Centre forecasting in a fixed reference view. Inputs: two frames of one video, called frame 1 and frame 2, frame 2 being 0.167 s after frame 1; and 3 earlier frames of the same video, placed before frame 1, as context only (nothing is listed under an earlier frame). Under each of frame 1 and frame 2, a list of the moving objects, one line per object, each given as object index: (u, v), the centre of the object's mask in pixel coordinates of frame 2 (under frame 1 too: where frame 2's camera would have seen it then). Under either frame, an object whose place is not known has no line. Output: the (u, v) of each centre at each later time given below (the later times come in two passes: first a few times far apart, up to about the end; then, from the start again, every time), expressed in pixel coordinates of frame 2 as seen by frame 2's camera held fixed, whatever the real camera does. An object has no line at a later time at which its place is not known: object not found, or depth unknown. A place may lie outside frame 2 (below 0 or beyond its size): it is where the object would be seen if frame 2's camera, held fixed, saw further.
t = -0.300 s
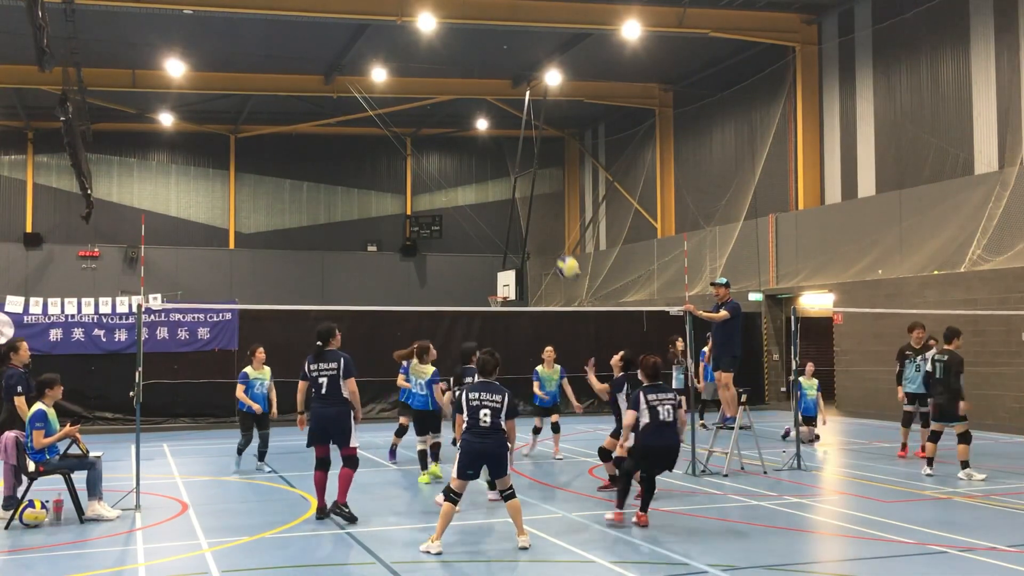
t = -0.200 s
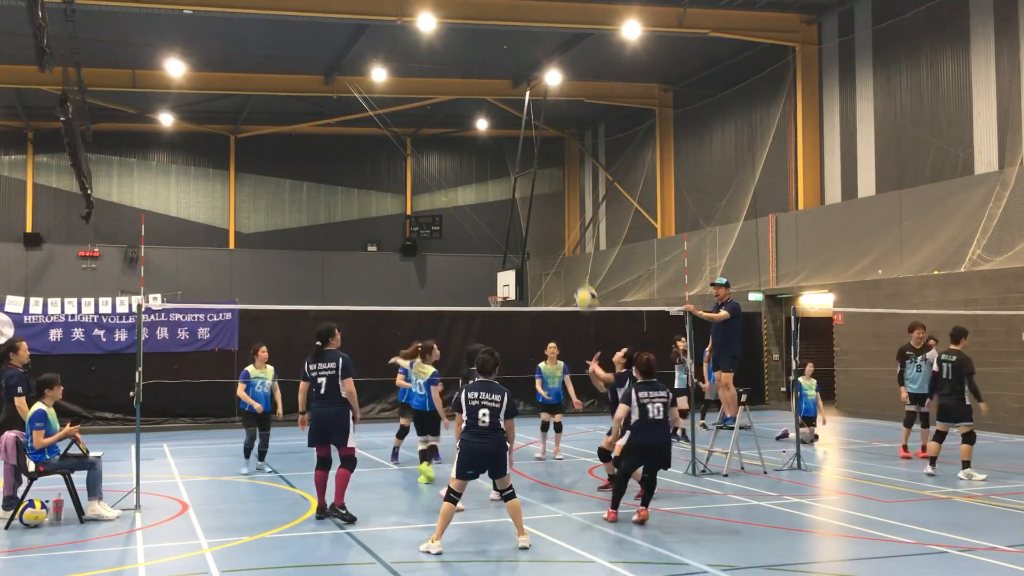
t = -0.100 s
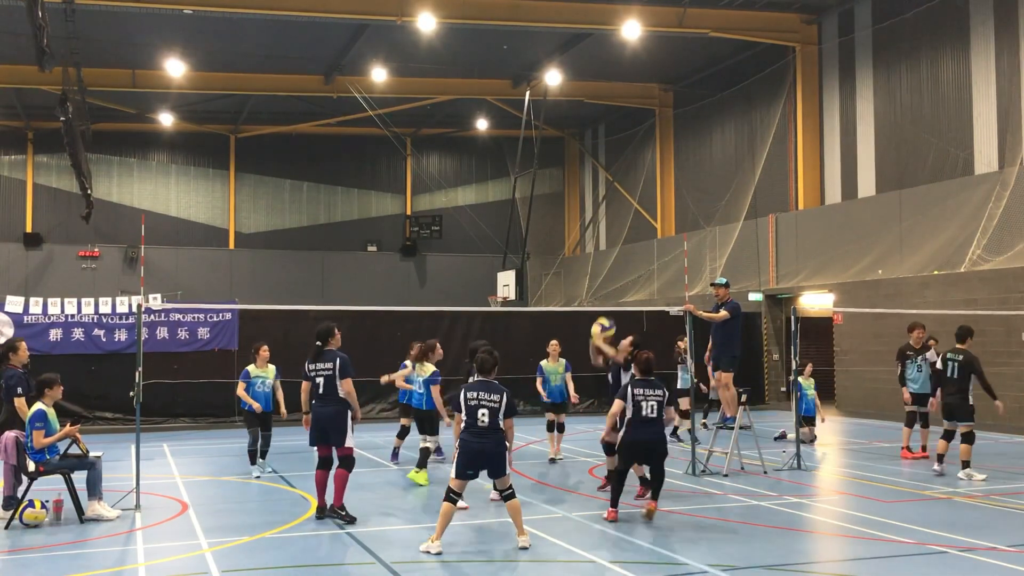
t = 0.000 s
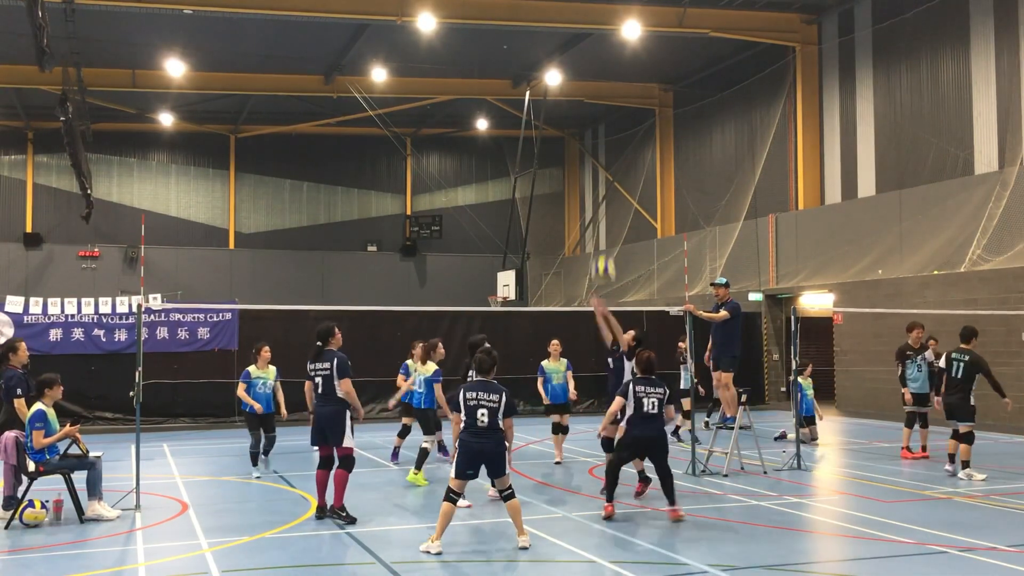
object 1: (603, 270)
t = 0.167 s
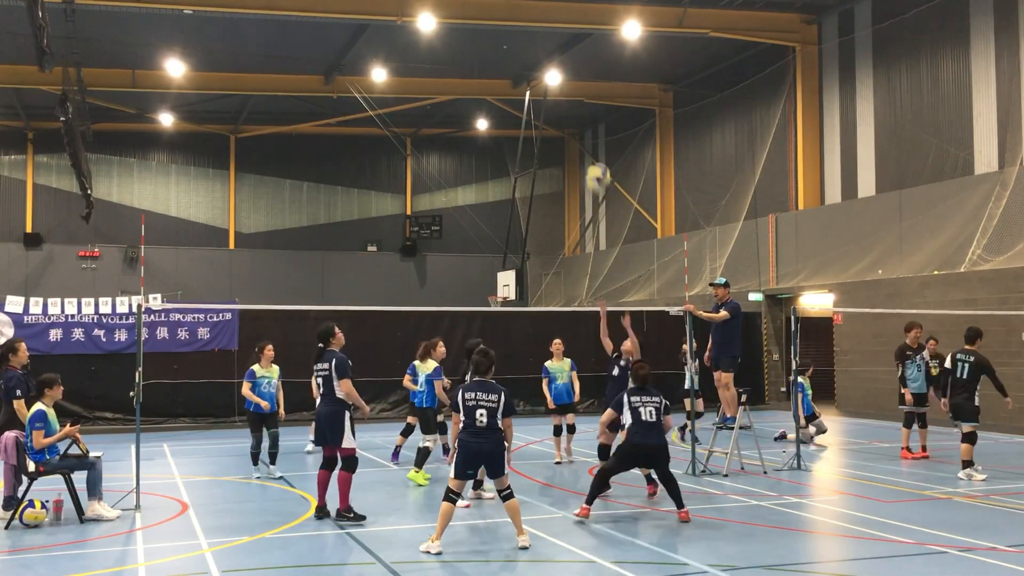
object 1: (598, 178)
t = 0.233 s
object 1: (595, 148)
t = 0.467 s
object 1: (589, 76)
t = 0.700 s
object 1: (585, 54)
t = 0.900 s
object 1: (581, 78)
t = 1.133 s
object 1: (577, 162)
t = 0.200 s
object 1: (597, 163)
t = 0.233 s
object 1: (595, 148)
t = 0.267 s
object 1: (595, 135)
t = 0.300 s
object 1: (594, 122)
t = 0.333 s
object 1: (592, 112)
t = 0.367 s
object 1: (591, 100)
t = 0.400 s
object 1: (591, 91)
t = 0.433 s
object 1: (590, 83)
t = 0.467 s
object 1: (589, 76)
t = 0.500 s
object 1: (589, 69)
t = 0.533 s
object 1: (588, 65)
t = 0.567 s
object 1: (588, 60)
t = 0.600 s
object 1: (587, 57)
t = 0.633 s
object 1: (586, 55)
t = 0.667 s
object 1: (585, 54)
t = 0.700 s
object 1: (585, 54)
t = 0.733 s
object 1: (584, 56)
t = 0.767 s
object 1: (584, 58)
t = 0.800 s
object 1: (583, 61)
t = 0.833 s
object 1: (582, 66)
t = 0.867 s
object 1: (582, 71)
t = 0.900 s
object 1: (581, 78)
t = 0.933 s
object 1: (581, 87)
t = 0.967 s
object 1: (579, 97)
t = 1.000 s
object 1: (579, 107)
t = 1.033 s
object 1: (578, 119)
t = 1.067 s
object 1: (578, 131)
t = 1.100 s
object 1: (578, 145)
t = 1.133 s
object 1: (577, 162)
